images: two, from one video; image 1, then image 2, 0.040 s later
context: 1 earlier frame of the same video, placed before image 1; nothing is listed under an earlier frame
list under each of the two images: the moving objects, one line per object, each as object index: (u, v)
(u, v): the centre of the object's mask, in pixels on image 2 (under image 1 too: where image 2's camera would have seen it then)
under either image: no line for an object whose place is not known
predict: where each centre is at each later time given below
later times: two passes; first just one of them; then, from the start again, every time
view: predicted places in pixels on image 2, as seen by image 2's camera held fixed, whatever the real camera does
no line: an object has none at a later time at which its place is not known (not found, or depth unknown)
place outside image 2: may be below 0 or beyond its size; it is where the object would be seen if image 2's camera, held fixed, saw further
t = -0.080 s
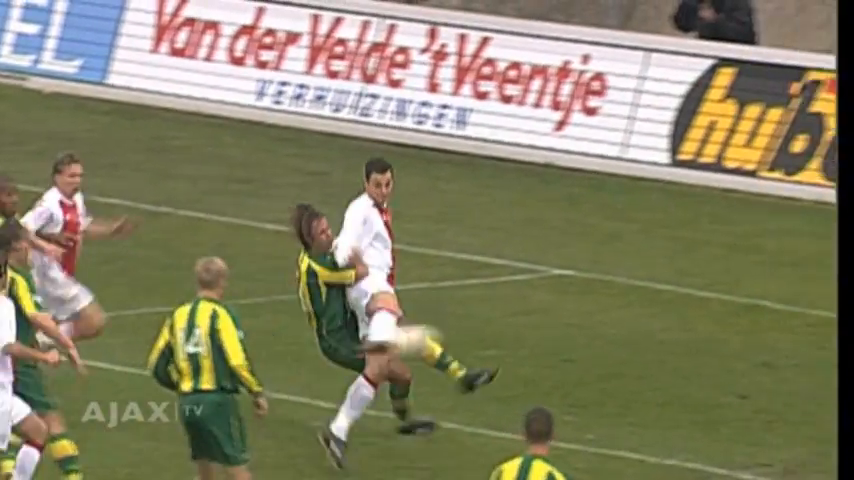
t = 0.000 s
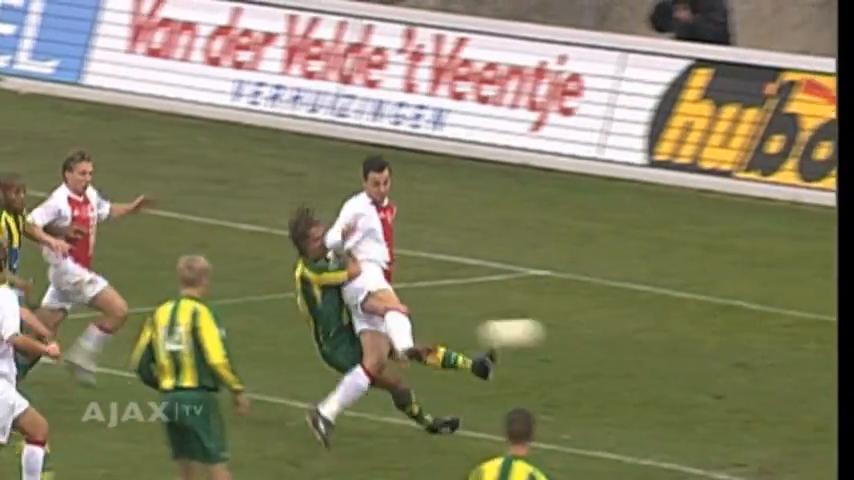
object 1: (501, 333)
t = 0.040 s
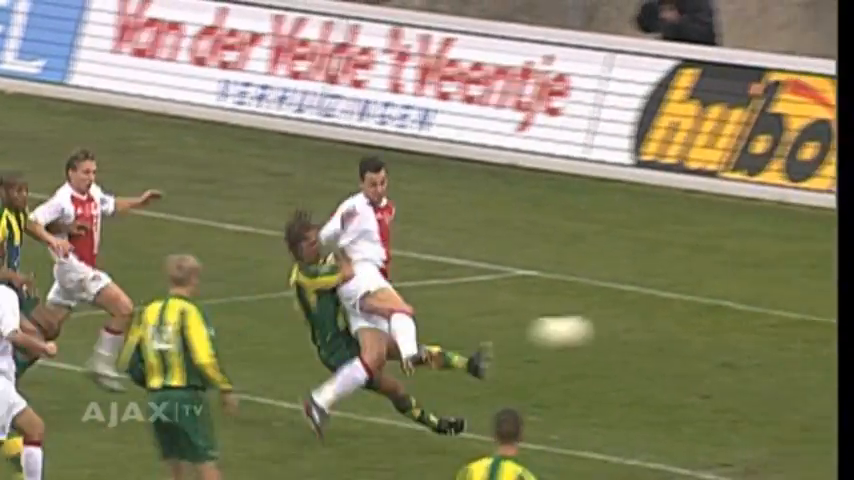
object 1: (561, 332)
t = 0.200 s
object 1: (799, 329)
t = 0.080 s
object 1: (622, 329)
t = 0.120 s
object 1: (680, 328)
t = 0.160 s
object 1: (740, 329)
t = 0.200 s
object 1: (799, 329)
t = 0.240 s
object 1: (854, 332)
